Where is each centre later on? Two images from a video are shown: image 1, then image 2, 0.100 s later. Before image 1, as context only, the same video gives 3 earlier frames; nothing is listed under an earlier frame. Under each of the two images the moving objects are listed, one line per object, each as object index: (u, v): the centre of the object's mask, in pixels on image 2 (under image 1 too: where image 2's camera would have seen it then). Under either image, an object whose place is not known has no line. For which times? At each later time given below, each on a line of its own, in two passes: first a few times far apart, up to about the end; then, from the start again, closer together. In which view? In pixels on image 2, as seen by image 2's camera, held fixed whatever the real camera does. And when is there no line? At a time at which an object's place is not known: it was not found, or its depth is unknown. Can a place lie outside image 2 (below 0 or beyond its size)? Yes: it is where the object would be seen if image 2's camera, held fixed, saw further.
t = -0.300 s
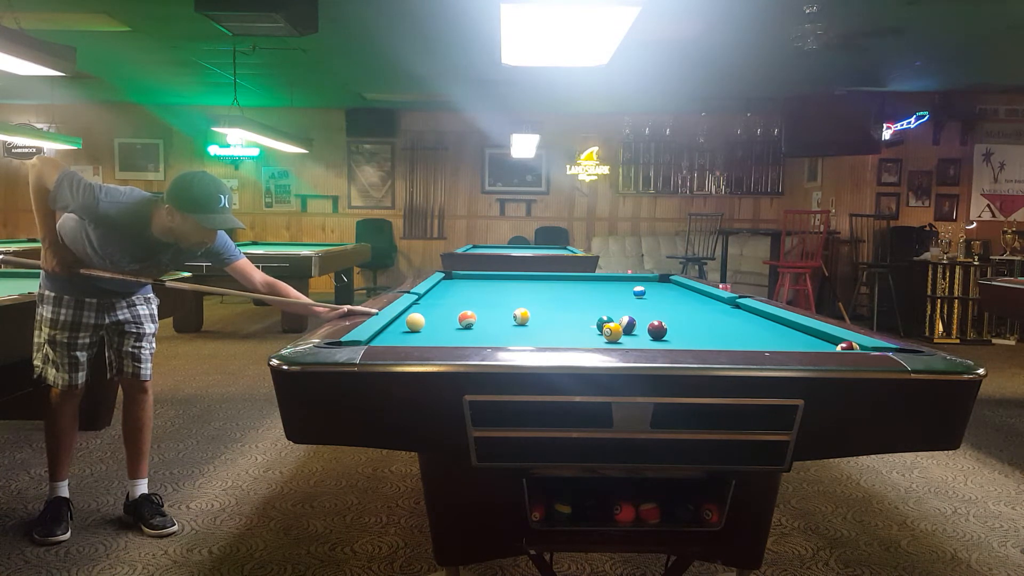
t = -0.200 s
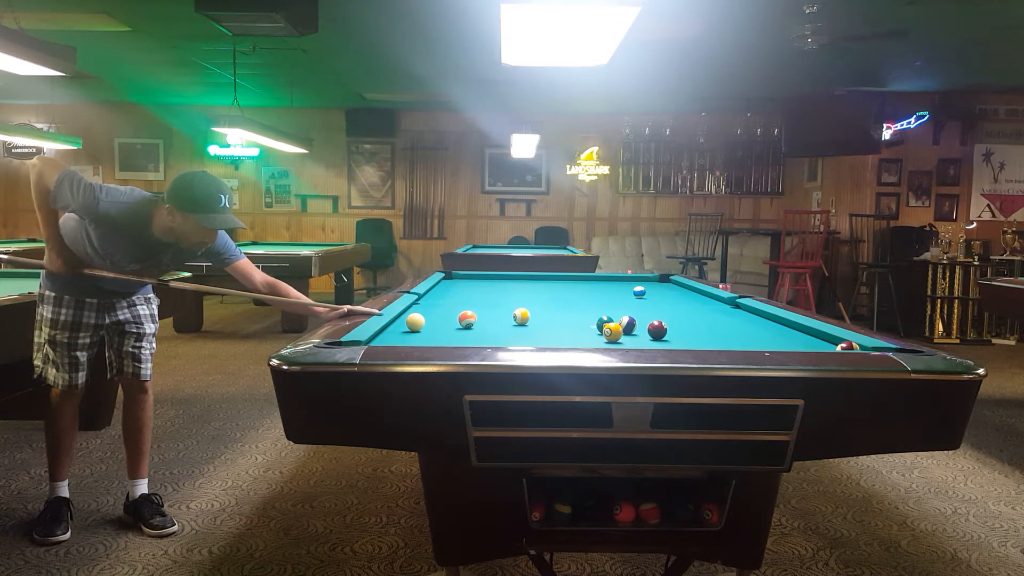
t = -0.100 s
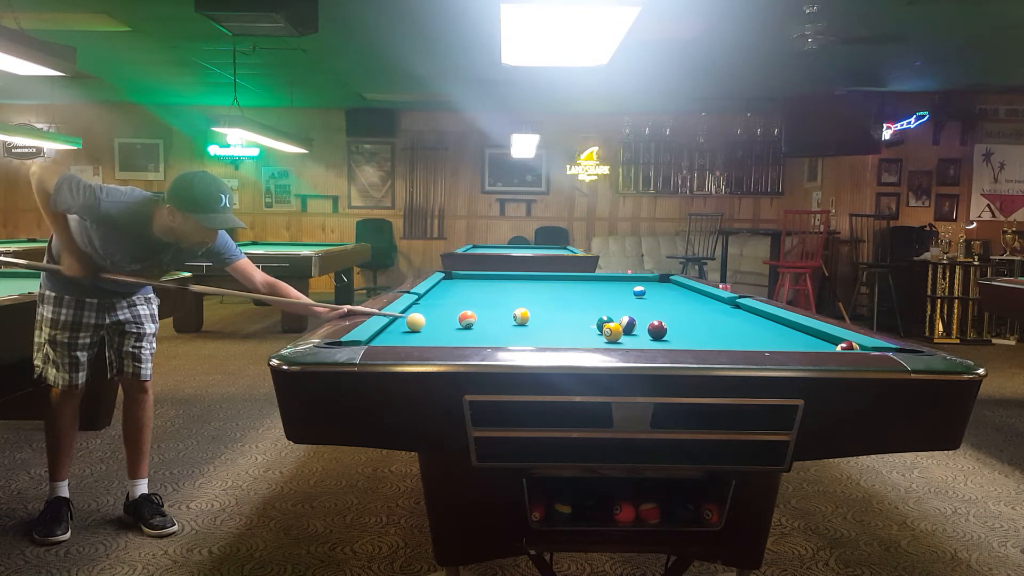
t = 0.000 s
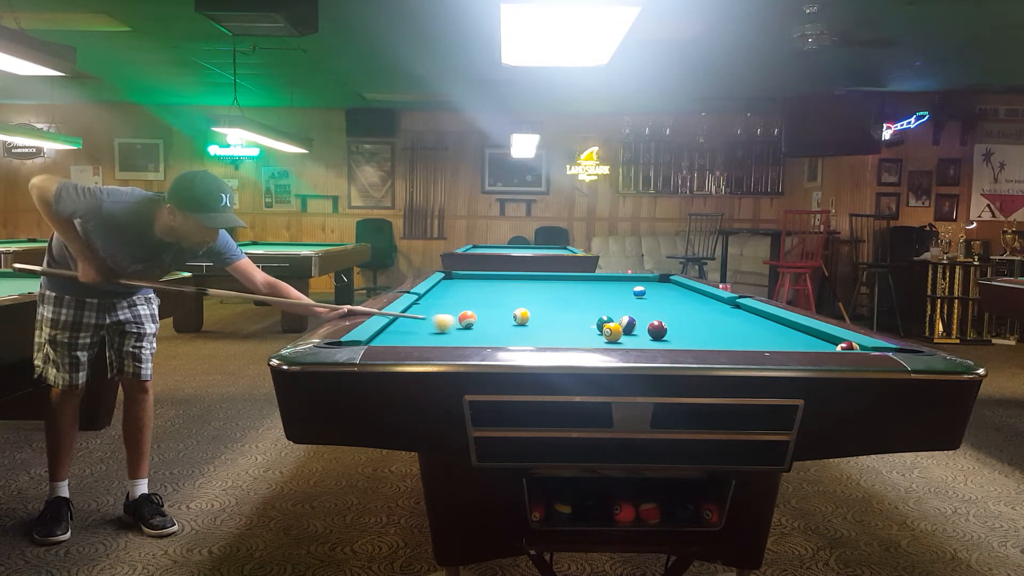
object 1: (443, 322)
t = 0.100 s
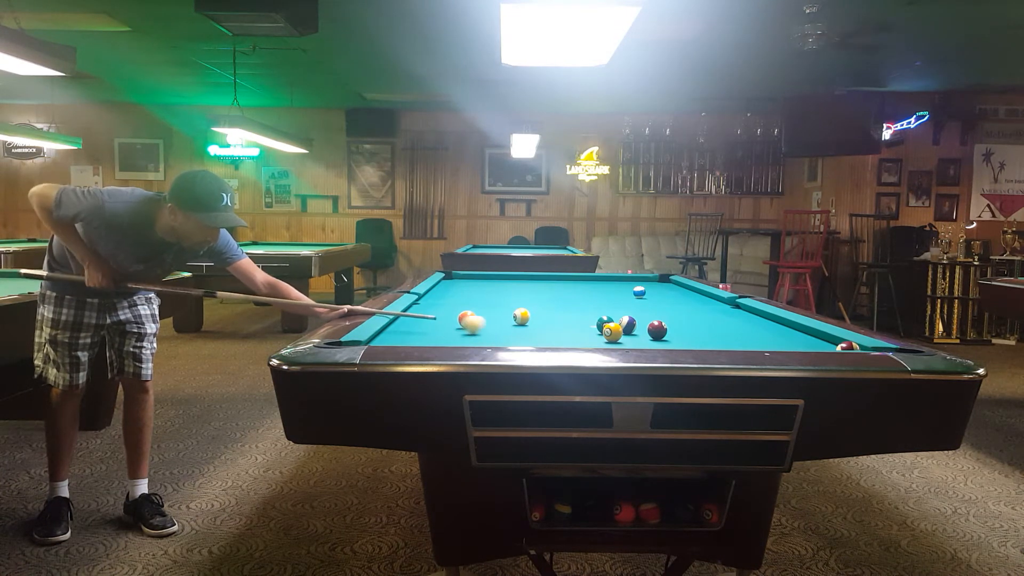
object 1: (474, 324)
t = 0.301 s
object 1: (536, 327)
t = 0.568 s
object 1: (599, 330)
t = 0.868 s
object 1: (624, 330)
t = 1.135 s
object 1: (639, 330)
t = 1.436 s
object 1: (642, 330)
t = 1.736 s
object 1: (642, 330)
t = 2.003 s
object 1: (642, 330)
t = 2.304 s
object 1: (642, 330)
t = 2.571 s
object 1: (642, 330)
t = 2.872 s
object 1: (642, 330)
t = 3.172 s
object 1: (642, 330)
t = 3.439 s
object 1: (642, 330)
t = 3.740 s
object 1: (642, 330)
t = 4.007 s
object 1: (642, 330)
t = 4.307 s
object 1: (642, 330)
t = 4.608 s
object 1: (642, 330)
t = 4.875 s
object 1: (642, 330)
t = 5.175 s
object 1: (642, 330)
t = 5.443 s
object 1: (642, 330)
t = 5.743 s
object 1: (645, 329)
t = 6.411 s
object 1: (635, 329)
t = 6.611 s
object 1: (639, 329)
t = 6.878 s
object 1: (642, 330)
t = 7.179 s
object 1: (642, 330)
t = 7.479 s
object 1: (642, 330)
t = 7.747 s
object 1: (642, 330)
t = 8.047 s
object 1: (642, 330)
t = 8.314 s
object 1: (642, 330)
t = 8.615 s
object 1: (642, 330)
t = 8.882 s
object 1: (642, 330)
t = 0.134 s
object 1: (485, 325)
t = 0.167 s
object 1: (494, 325)
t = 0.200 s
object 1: (503, 325)
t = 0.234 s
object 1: (514, 326)
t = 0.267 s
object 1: (526, 326)
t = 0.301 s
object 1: (536, 327)
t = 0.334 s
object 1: (546, 327)
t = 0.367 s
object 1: (556, 328)
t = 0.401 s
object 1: (567, 328)
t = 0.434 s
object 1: (577, 328)
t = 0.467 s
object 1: (587, 329)
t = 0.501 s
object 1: (594, 330)
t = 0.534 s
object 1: (596, 330)
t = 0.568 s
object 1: (599, 330)
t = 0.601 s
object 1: (602, 330)
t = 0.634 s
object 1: (605, 330)
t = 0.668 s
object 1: (607, 330)
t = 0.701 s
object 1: (610, 330)
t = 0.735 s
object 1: (613, 330)
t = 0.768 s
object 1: (616, 330)
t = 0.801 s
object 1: (619, 330)
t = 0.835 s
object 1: (621, 330)
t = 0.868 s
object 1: (624, 330)
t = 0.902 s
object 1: (627, 330)
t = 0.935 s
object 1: (629, 330)
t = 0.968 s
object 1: (632, 330)
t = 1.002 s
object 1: (634, 330)
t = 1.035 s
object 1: (637, 330)
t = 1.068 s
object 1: (638, 330)
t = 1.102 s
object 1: (639, 330)
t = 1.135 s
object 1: (639, 330)
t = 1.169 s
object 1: (640, 330)
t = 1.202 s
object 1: (640, 330)
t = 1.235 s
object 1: (641, 330)
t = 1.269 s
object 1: (641, 330)
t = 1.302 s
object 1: (641, 330)
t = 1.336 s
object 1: (642, 330)
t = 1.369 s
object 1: (642, 330)
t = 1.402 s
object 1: (642, 330)
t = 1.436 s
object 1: (642, 330)
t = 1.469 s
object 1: (642, 330)
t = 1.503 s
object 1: (642, 330)
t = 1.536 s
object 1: (642, 330)
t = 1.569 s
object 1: (642, 330)
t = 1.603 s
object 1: (642, 330)
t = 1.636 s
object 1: (642, 330)
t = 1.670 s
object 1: (642, 330)
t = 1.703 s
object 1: (642, 330)
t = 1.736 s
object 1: (642, 330)
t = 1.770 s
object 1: (642, 330)
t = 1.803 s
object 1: (642, 330)
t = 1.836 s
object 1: (642, 330)
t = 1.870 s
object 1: (642, 330)
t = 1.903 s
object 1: (642, 330)
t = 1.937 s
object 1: (642, 330)
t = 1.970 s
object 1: (642, 330)
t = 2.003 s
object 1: (642, 330)
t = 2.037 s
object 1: (642, 330)
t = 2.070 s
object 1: (642, 330)
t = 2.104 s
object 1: (642, 330)
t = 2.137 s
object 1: (642, 330)
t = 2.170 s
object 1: (642, 330)
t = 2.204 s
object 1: (642, 330)
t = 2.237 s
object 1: (642, 330)
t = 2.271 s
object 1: (642, 330)
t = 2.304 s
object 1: (642, 330)
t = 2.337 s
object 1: (642, 330)
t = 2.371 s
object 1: (642, 330)
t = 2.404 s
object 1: (642, 330)
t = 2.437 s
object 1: (642, 330)
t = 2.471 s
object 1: (642, 330)
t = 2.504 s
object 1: (642, 330)
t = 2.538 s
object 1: (642, 330)
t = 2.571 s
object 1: (642, 330)
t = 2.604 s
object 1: (642, 330)
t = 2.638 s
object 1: (642, 330)
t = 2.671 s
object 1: (642, 330)
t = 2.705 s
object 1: (642, 330)
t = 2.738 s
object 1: (642, 330)
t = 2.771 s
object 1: (642, 330)
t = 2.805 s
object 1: (642, 330)
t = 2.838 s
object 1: (642, 330)
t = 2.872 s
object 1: (642, 330)
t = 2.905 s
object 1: (642, 330)
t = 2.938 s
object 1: (642, 330)
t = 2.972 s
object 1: (642, 330)
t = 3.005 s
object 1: (642, 330)
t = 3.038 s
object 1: (642, 330)
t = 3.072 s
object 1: (642, 330)
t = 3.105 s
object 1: (642, 330)
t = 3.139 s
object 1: (642, 330)
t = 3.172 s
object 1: (642, 330)
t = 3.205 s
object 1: (642, 330)
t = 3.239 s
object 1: (642, 330)
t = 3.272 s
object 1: (642, 330)
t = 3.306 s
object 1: (642, 330)
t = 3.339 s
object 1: (642, 330)
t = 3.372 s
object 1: (642, 330)
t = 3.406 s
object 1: (642, 330)
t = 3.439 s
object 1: (642, 330)
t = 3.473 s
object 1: (642, 330)
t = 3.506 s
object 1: (642, 330)
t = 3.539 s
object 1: (642, 330)
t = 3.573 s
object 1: (642, 330)
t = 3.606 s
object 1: (642, 330)
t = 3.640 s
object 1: (642, 330)
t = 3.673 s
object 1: (642, 330)
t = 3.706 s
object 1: (642, 330)
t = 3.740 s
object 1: (642, 330)
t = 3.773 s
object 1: (642, 330)
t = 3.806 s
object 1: (642, 330)
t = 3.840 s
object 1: (642, 330)
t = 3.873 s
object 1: (642, 330)
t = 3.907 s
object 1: (642, 330)
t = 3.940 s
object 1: (642, 330)
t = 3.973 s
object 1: (642, 330)
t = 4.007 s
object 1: (642, 330)
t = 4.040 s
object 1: (642, 330)
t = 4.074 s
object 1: (642, 330)
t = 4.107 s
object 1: (642, 330)
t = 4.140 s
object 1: (642, 330)
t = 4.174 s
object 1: (642, 330)
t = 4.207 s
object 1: (642, 330)
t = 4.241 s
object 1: (642, 330)
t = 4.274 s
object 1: (642, 330)
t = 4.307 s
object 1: (642, 330)
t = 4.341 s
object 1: (642, 330)
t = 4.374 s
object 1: (642, 330)
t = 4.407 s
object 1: (642, 330)
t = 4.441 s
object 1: (642, 330)
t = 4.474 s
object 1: (642, 330)
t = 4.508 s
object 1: (642, 330)
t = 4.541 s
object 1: (642, 330)
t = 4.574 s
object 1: (642, 330)
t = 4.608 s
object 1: (642, 330)
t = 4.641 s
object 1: (642, 330)
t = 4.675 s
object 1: (642, 330)
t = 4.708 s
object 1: (642, 330)
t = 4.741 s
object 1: (642, 330)
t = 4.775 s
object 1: (642, 330)
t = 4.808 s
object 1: (642, 330)
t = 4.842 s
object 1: (642, 330)
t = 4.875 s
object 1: (642, 330)
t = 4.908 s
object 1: (642, 330)
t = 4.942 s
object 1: (642, 330)
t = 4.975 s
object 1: (642, 330)
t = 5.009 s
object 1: (642, 330)
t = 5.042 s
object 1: (642, 330)
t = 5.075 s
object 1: (642, 330)
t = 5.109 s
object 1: (642, 330)
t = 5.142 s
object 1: (642, 330)
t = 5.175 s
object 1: (642, 330)
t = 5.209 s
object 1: (642, 330)
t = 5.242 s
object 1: (642, 330)
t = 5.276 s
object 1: (642, 330)
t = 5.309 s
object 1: (642, 330)
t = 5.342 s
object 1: (642, 330)
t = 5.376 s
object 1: (642, 330)
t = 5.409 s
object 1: (642, 330)
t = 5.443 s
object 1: (642, 330)
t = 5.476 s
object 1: (642, 330)
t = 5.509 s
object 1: (642, 330)
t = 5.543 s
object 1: (642, 330)
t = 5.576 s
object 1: (642, 330)
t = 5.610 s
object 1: (642, 330)
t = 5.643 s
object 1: (642, 330)
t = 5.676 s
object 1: (642, 330)
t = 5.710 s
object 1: (642, 330)
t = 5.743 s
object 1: (645, 329)
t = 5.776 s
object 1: (638, 333)
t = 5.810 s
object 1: (641, 331)
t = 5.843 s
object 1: (644, 328)
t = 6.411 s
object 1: (635, 329)
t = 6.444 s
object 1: (638, 329)
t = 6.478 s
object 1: (638, 329)
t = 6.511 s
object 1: (639, 330)
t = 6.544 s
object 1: (639, 330)
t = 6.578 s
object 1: (639, 329)
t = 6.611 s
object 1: (639, 329)
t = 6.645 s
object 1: (640, 330)
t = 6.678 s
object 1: (641, 330)
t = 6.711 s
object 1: (642, 330)
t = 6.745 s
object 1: (642, 330)
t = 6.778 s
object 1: (642, 330)
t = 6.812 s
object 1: (642, 330)
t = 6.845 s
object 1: (642, 330)
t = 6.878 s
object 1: (642, 330)
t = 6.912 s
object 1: (642, 330)
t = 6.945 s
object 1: (642, 330)
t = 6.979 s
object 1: (642, 330)
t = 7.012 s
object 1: (642, 330)
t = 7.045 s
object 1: (642, 330)
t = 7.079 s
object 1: (642, 330)
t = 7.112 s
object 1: (642, 330)
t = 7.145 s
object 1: (642, 330)
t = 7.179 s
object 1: (642, 330)
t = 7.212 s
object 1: (642, 330)
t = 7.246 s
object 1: (642, 330)
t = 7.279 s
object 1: (642, 330)
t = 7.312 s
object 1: (642, 330)
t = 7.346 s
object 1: (642, 330)
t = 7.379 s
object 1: (642, 330)
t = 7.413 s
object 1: (642, 330)
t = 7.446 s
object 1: (642, 330)
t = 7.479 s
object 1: (642, 330)
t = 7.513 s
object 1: (642, 330)
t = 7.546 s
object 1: (642, 330)
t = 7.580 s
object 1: (642, 330)
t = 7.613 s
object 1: (642, 330)
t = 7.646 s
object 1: (642, 330)
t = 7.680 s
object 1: (642, 330)
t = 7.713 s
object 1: (642, 330)
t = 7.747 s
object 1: (642, 330)
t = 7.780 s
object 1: (642, 330)
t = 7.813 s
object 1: (642, 330)
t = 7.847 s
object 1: (642, 330)
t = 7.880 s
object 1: (642, 330)
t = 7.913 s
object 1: (642, 330)
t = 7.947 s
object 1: (642, 330)
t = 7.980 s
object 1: (642, 330)
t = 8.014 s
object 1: (642, 330)
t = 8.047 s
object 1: (642, 330)
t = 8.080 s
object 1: (642, 330)
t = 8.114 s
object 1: (642, 330)
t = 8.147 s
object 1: (642, 330)
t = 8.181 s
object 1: (642, 330)
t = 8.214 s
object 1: (642, 330)
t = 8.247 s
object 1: (642, 330)
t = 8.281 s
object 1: (642, 330)
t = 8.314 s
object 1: (642, 330)
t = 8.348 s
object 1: (642, 330)
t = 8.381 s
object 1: (642, 330)
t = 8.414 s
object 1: (642, 330)
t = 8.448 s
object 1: (642, 330)
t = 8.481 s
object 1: (642, 330)
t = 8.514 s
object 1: (642, 330)
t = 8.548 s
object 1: (642, 330)
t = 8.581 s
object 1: (642, 330)
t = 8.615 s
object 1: (642, 330)
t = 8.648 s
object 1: (642, 330)
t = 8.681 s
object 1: (642, 330)
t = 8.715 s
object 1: (642, 330)
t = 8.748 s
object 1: (642, 330)
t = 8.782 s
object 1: (642, 330)
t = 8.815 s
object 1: (642, 330)
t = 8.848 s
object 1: (642, 330)
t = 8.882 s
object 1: (642, 330)
